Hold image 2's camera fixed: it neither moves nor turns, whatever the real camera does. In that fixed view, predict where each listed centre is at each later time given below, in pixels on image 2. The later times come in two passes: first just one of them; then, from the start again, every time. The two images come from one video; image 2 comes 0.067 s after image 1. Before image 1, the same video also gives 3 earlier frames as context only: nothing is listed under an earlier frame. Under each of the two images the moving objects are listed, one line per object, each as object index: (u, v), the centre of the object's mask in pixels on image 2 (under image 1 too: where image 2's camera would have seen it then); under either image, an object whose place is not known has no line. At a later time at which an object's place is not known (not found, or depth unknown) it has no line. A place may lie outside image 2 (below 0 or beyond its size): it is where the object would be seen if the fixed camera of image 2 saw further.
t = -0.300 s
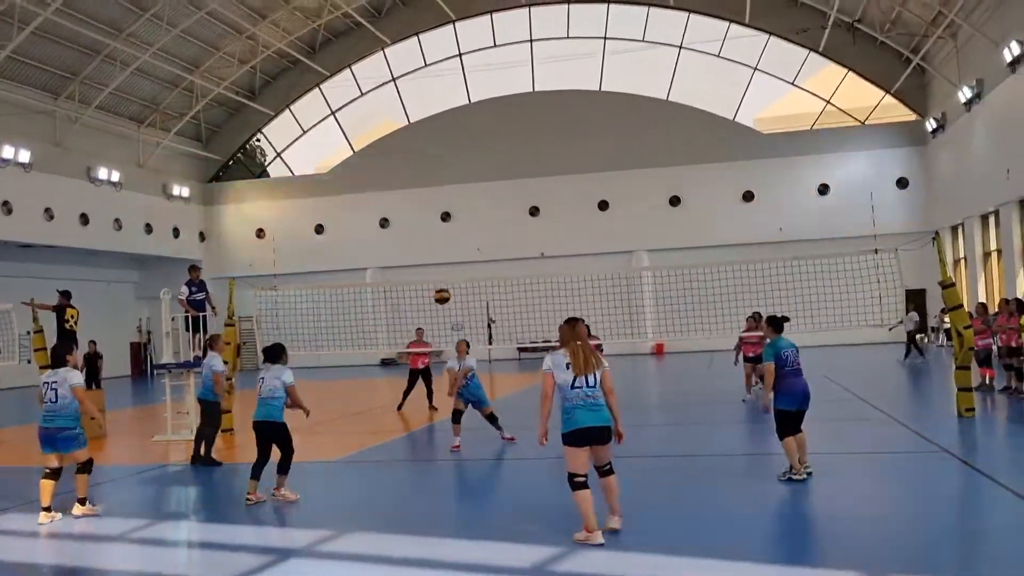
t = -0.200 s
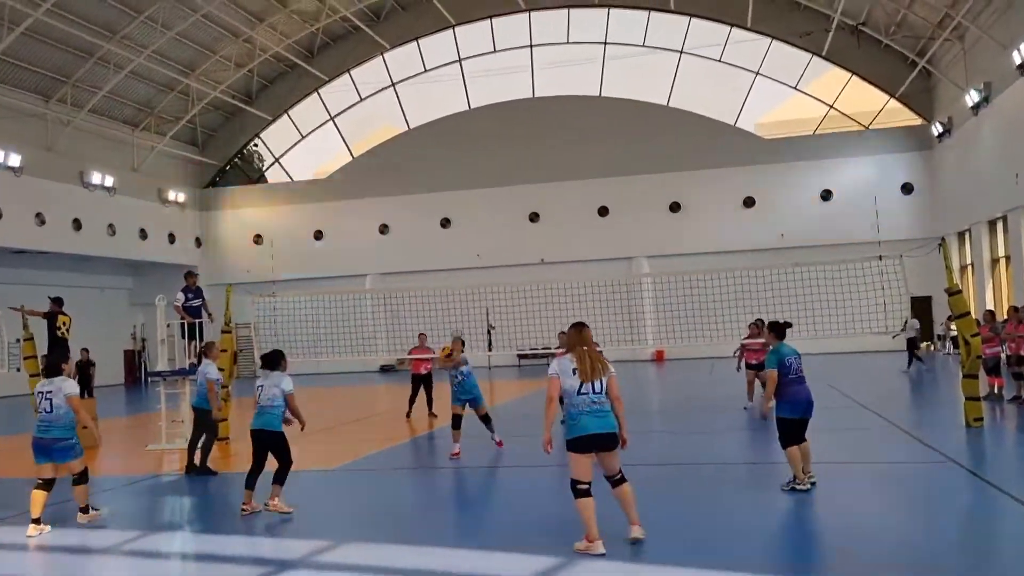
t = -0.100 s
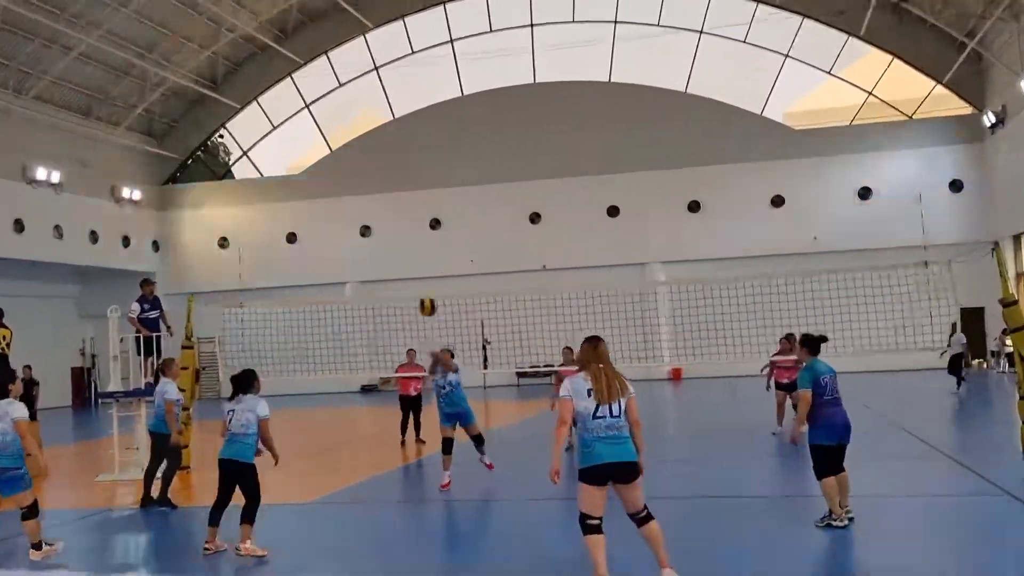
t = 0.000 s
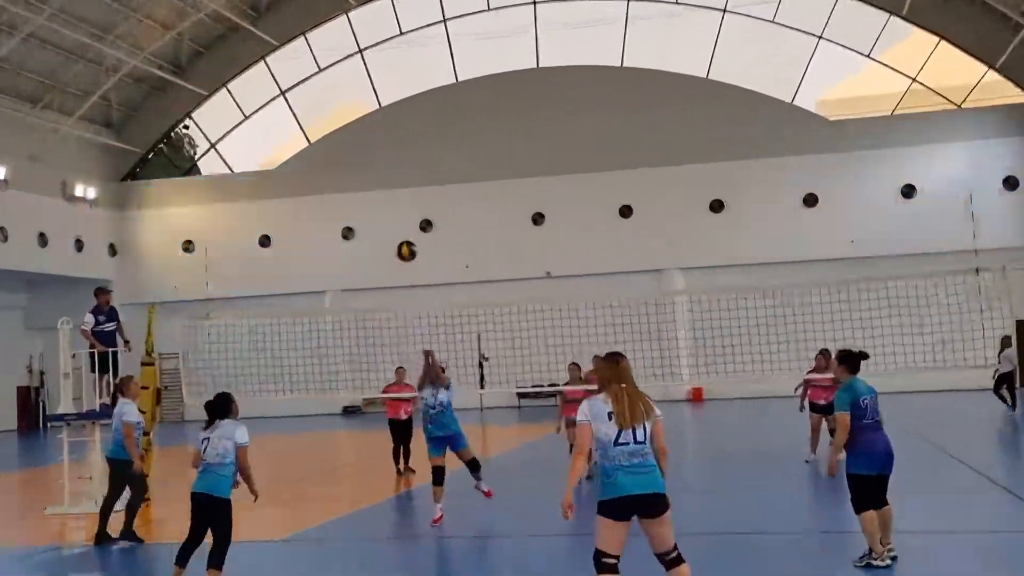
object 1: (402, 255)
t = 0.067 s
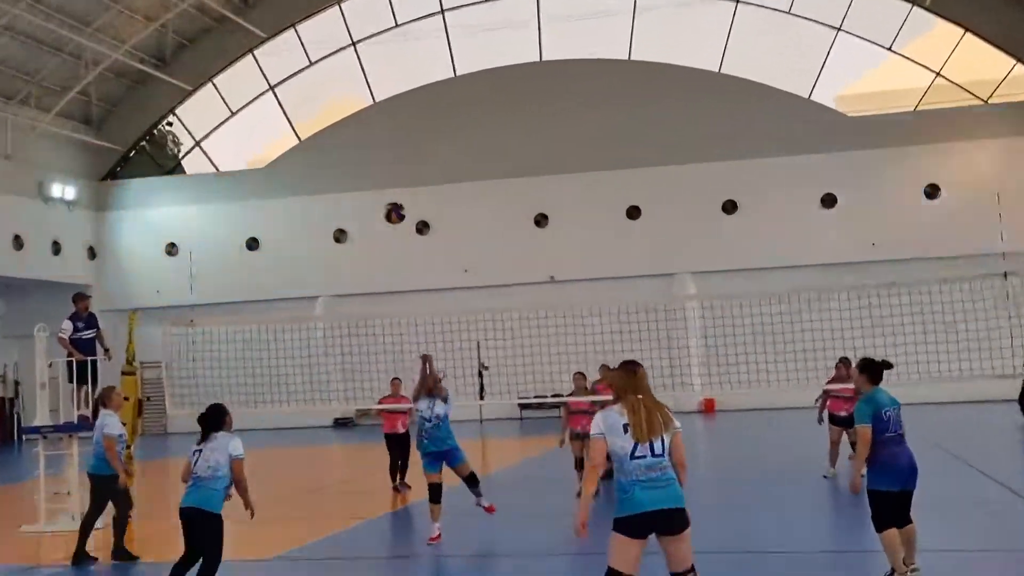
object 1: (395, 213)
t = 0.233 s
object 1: (377, 132)
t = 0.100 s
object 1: (391, 194)
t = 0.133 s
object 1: (387, 177)
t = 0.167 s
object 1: (384, 161)
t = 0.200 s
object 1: (380, 145)
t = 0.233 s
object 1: (377, 132)
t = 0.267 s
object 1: (375, 119)
